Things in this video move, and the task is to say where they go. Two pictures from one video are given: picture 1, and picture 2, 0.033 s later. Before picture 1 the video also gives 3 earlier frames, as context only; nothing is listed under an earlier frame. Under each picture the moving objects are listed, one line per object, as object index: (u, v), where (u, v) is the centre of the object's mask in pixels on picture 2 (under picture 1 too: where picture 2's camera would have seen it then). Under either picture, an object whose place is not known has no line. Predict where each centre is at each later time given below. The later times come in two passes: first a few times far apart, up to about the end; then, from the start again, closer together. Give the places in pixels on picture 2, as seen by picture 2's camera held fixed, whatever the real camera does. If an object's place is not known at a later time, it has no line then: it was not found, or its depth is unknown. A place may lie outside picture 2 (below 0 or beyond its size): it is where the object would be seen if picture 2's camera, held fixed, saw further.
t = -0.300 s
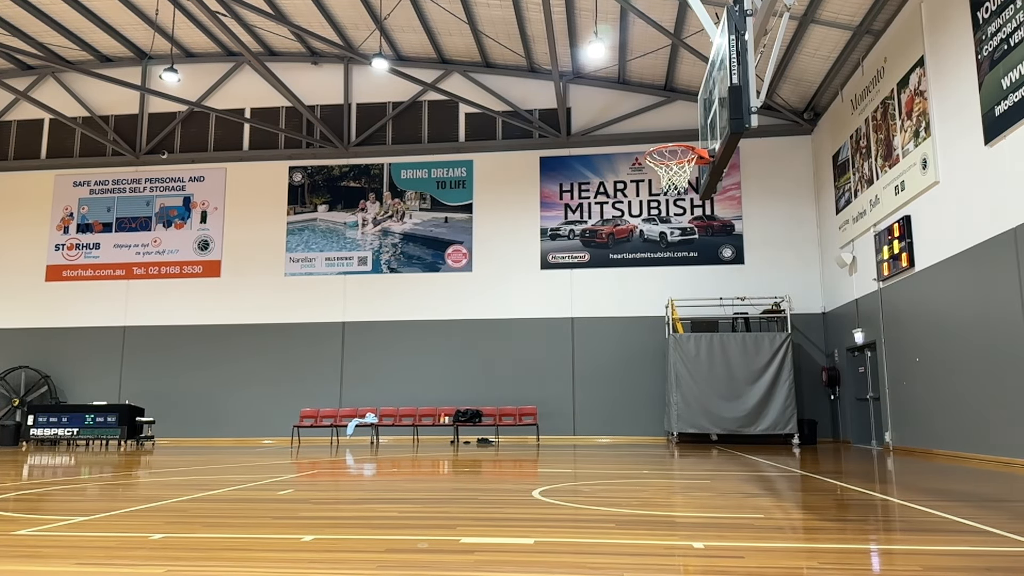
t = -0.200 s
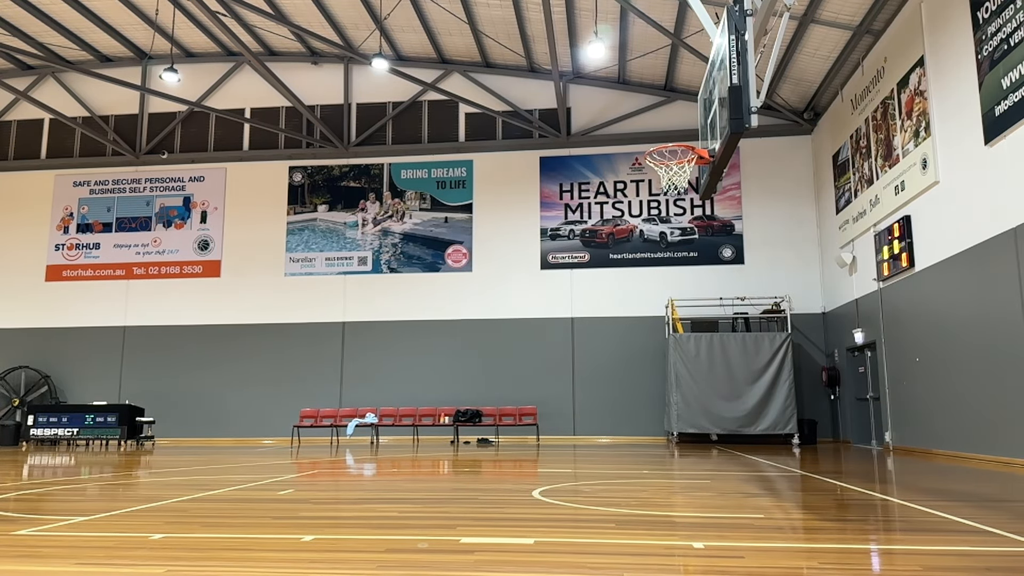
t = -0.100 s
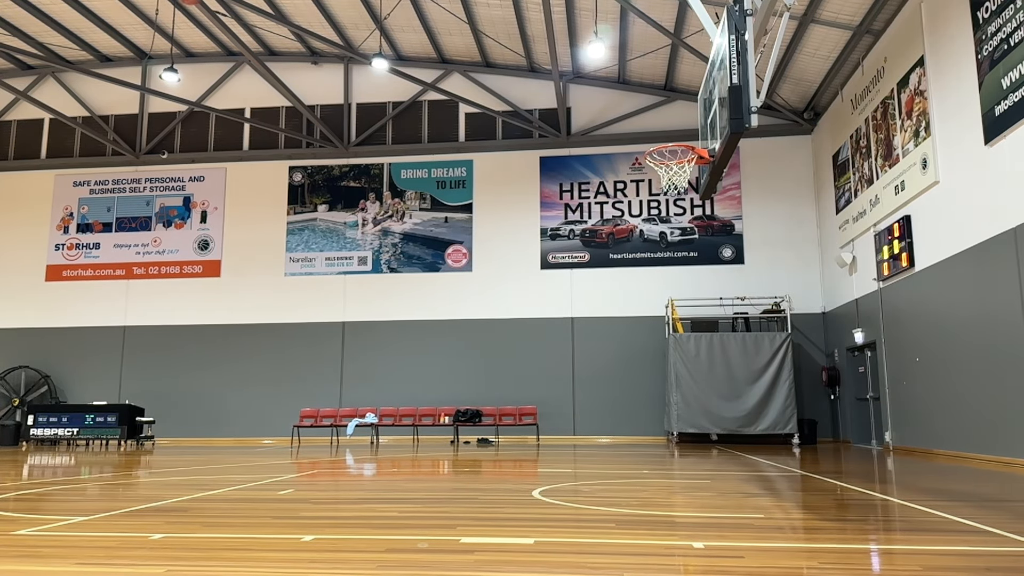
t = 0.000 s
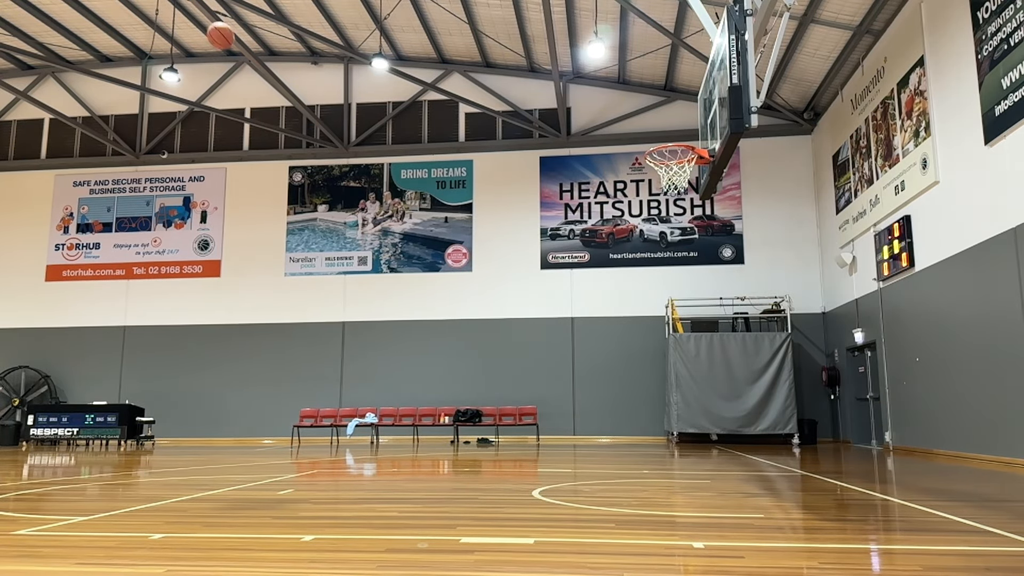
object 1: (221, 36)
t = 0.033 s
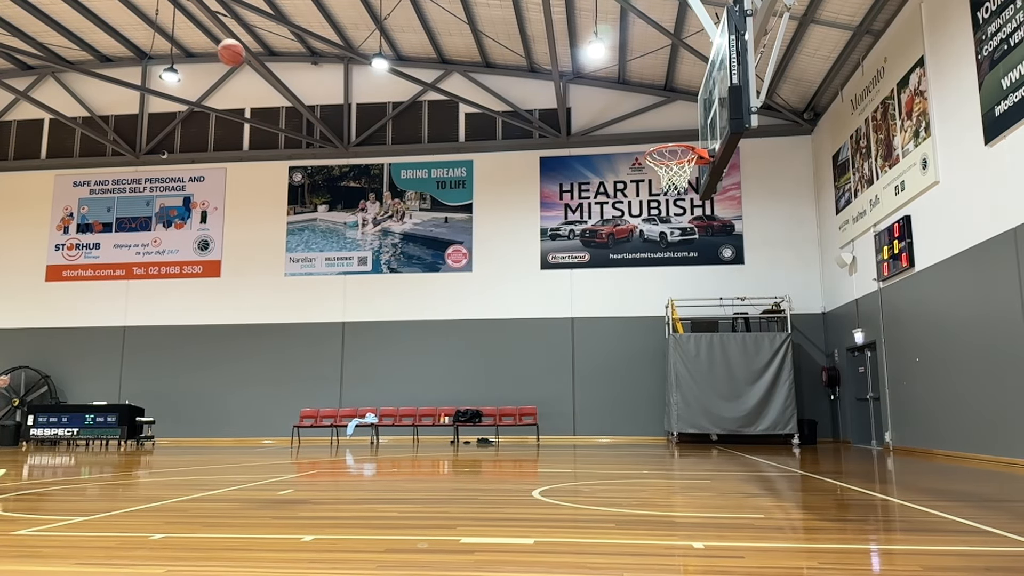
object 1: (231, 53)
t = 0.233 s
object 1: (294, 178)
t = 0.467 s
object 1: (365, 375)
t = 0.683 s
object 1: (410, 398)
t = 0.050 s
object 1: (236, 61)
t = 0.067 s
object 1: (241, 71)
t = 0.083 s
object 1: (247, 80)
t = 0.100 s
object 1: (252, 90)
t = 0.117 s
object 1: (257, 100)
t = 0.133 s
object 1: (262, 111)
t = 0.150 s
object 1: (267, 121)
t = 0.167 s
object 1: (272, 132)
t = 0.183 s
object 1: (278, 143)
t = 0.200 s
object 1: (283, 154)
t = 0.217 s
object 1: (288, 166)
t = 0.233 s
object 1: (294, 178)
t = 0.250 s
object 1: (299, 191)
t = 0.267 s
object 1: (304, 203)
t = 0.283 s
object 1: (309, 216)
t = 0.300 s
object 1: (314, 229)
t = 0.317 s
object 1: (319, 242)
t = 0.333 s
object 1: (324, 256)
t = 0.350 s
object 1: (329, 270)
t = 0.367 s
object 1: (335, 284)
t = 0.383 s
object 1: (340, 299)
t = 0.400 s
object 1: (345, 314)
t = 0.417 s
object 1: (350, 328)
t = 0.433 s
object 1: (355, 343)
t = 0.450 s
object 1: (360, 359)
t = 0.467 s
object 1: (365, 375)
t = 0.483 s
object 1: (370, 391)
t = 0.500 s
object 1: (375, 407)
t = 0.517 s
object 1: (380, 425)
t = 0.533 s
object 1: (385, 443)
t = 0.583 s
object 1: (397, 472)
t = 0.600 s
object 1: (399, 458)
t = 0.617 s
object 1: (401, 446)
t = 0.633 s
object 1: (404, 433)
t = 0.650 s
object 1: (406, 421)
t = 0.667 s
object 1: (408, 410)
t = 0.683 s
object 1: (410, 398)
